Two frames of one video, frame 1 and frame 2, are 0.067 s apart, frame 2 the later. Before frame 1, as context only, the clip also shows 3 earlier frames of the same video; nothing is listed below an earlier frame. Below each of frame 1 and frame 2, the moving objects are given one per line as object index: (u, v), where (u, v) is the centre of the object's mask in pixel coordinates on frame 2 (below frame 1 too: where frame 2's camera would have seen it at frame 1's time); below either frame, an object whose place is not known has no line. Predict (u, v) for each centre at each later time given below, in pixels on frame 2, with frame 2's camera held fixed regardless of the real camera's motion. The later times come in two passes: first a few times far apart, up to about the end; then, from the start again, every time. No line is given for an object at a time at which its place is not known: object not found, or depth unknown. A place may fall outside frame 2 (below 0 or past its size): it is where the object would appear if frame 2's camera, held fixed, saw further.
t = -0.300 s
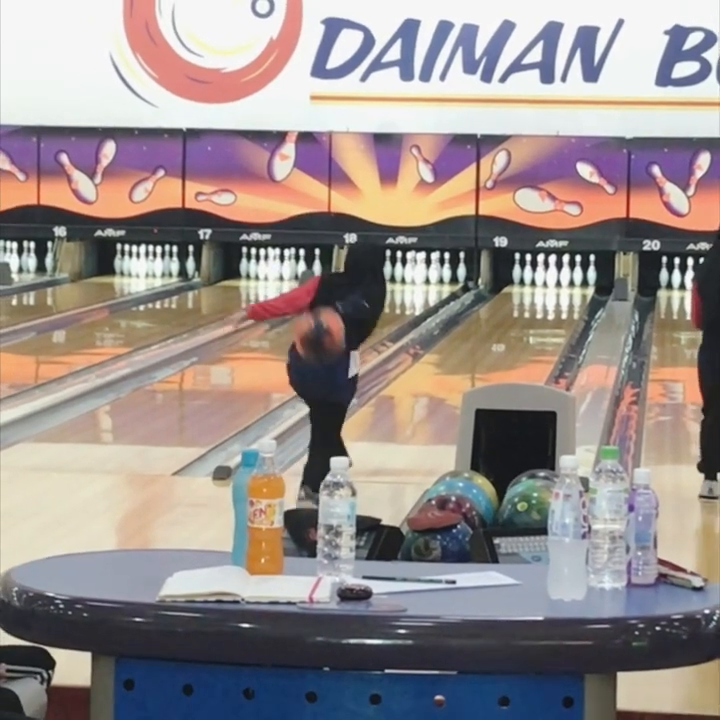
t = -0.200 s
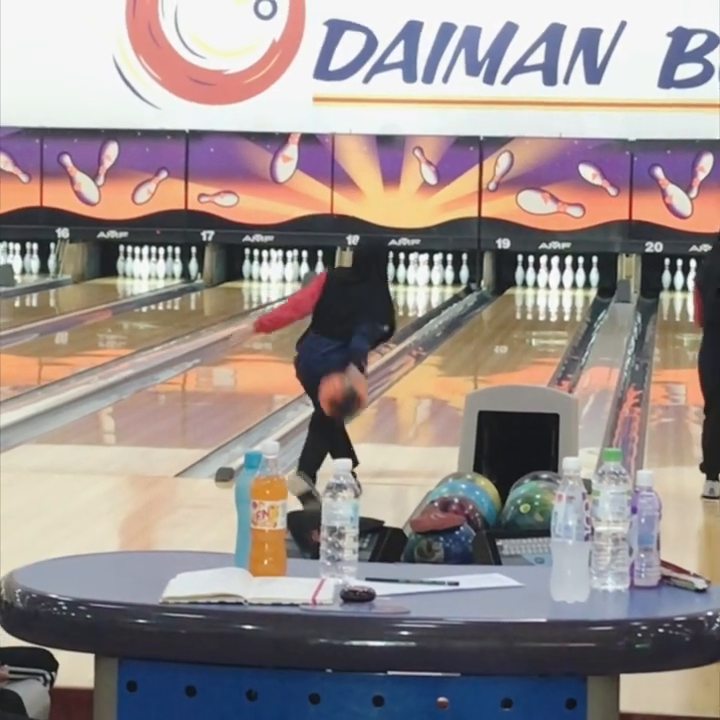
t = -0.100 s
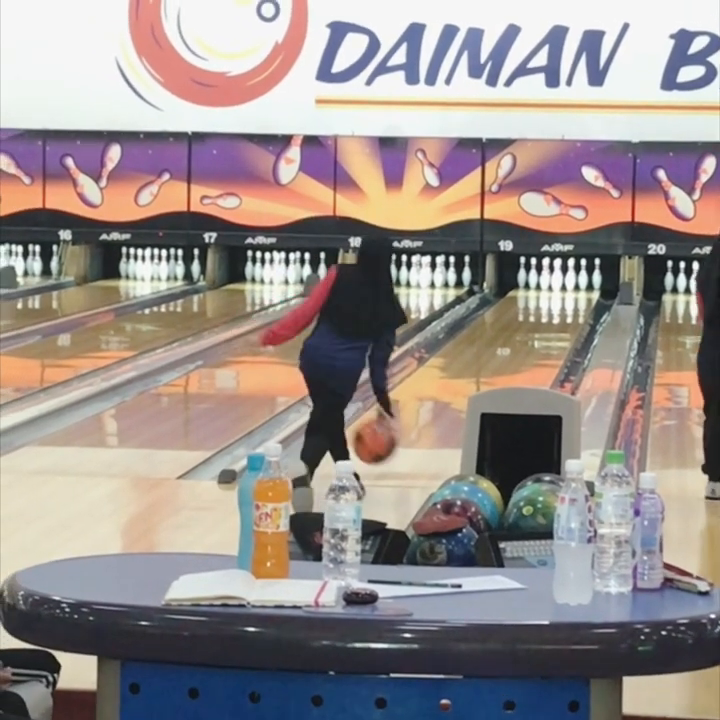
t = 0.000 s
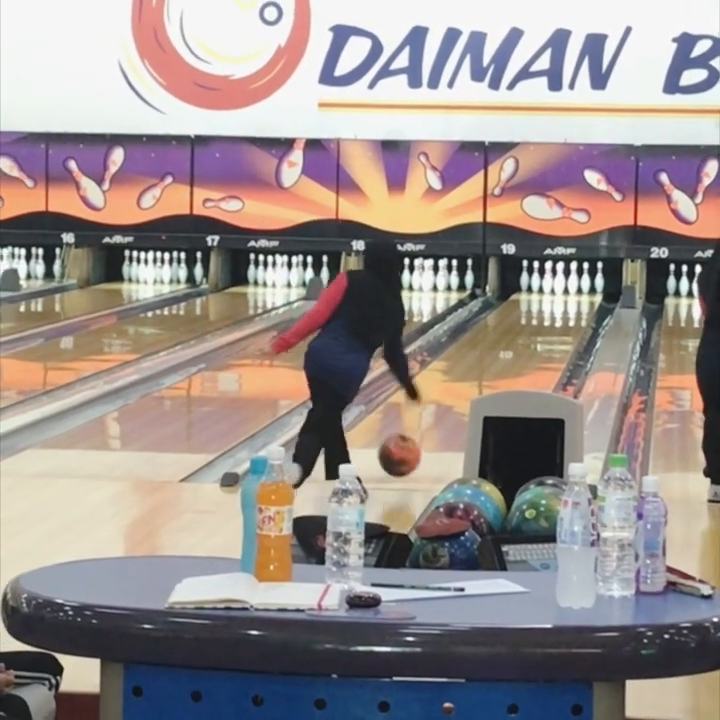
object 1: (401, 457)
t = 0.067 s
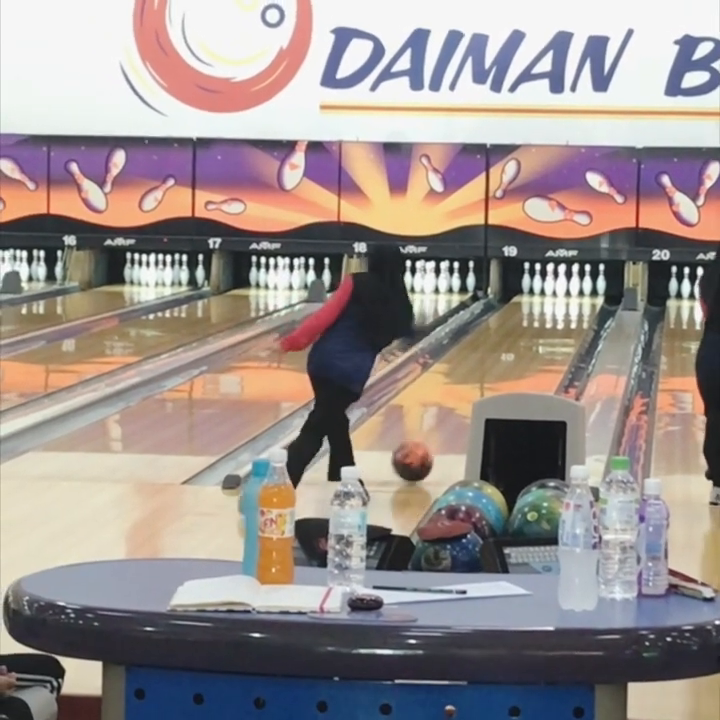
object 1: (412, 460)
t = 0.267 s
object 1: (441, 436)
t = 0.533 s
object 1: (467, 405)
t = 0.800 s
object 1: (498, 383)
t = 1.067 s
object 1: (517, 367)
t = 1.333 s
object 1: (534, 352)
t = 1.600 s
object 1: (547, 337)
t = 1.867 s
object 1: (558, 326)
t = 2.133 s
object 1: (563, 317)
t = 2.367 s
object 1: (567, 309)
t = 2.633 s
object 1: (565, 303)
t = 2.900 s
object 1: (561, 297)
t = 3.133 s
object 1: (555, 292)
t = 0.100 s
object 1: (417, 455)
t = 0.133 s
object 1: (422, 451)
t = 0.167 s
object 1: (427, 449)
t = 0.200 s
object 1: (432, 444)
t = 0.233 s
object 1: (437, 440)
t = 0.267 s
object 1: (441, 436)
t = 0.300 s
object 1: (446, 432)
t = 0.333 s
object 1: (450, 428)
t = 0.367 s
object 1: (453, 425)
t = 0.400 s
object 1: (456, 421)
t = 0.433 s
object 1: (459, 418)
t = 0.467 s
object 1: (462, 413)
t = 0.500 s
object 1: (464, 410)
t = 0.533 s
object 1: (467, 405)
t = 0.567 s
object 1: (471, 400)
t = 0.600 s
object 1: (475, 396)
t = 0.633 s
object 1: (480, 392)
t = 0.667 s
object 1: (484, 390)
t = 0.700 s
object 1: (488, 388)
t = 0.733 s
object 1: (491, 386)
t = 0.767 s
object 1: (494, 385)
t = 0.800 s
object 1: (498, 383)
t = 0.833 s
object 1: (501, 381)
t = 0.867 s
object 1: (503, 379)
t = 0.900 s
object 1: (506, 377)
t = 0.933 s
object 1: (509, 376)
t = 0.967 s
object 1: (511, 374)
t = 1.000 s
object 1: (513, 372)
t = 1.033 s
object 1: (515, 370)
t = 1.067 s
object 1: (517, 367)
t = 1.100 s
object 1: (519, 365)
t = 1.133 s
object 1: (523, 362)
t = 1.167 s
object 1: (525, 360)
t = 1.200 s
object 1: (527, 358)
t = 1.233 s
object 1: (528, 357)
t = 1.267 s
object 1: (530, 355)
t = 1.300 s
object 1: (533, 353)
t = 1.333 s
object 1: (534, 352)
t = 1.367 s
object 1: (536, 350)
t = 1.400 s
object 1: (538, 349)
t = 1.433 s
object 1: (540, 346)
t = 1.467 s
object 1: (542, 344)
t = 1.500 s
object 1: (543, 343)
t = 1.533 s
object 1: (545, 341)
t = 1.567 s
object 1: (546, 339)
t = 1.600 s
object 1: (547, 337)
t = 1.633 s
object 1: (549, 336)
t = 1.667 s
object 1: (550, 335)
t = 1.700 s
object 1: (552, 333)
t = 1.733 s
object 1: (553, 332)
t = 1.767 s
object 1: (554, 330)
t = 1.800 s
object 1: (556, 329)
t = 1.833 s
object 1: (557, 327)
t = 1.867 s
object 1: (558, 326)
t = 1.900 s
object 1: (559, 325)
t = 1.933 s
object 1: (560, 323)
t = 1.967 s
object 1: (560, 321)
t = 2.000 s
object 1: (561, 321)
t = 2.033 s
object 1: (562, 320)
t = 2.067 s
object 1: (563, 319)
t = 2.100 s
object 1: (563, 318)
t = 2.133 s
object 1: (563, 317)
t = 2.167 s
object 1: (564, 316)
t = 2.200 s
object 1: (565, 314)
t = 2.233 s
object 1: (565, 313)
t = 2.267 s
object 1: (565, 312)
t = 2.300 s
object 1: (566, 312)
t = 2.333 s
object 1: (566, 310)
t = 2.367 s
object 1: (567, 309)
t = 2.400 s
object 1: (566, 309)
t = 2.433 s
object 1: (566, 307)
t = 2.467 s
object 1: (566, 307)
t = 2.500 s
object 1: (567, 306)
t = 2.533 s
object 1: (566, 305)
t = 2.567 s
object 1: (566, 304)
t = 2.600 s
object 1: (566, 304)
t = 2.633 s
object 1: (565, 303)
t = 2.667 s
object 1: (565, 302)
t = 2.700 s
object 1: (564, 301)
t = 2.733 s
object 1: (564, 301)
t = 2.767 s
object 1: (563, 300)
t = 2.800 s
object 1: (562, 299)
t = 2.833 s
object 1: (562, 298)
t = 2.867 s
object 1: (561, 298)
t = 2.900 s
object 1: (561, 297)
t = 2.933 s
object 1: (561, 296)
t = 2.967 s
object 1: (560, 295)
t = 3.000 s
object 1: (559, 295)
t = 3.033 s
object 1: (558, 294)
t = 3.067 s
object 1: (558, 293)
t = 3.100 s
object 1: (556, 293)
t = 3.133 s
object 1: (555, 292)
